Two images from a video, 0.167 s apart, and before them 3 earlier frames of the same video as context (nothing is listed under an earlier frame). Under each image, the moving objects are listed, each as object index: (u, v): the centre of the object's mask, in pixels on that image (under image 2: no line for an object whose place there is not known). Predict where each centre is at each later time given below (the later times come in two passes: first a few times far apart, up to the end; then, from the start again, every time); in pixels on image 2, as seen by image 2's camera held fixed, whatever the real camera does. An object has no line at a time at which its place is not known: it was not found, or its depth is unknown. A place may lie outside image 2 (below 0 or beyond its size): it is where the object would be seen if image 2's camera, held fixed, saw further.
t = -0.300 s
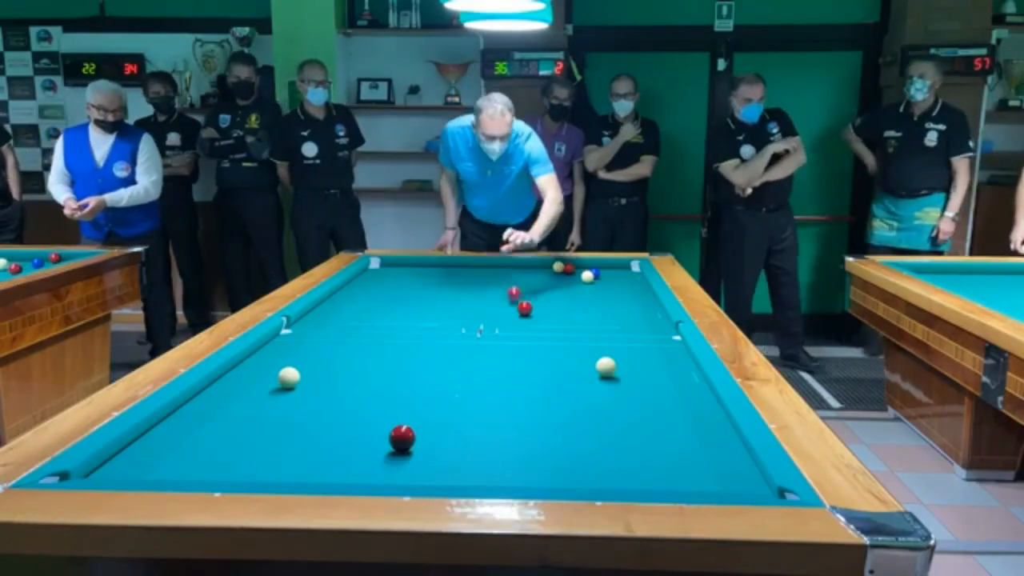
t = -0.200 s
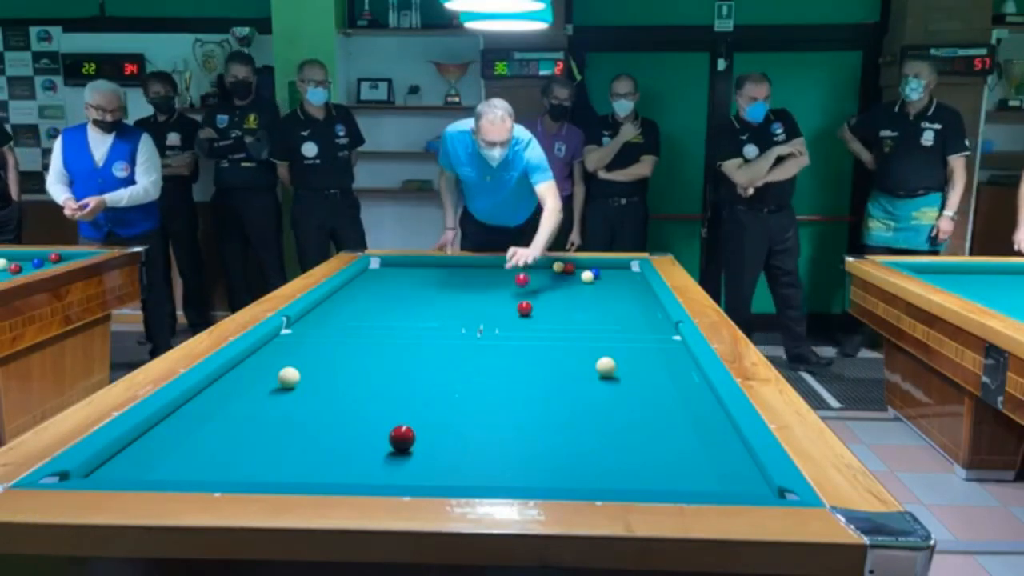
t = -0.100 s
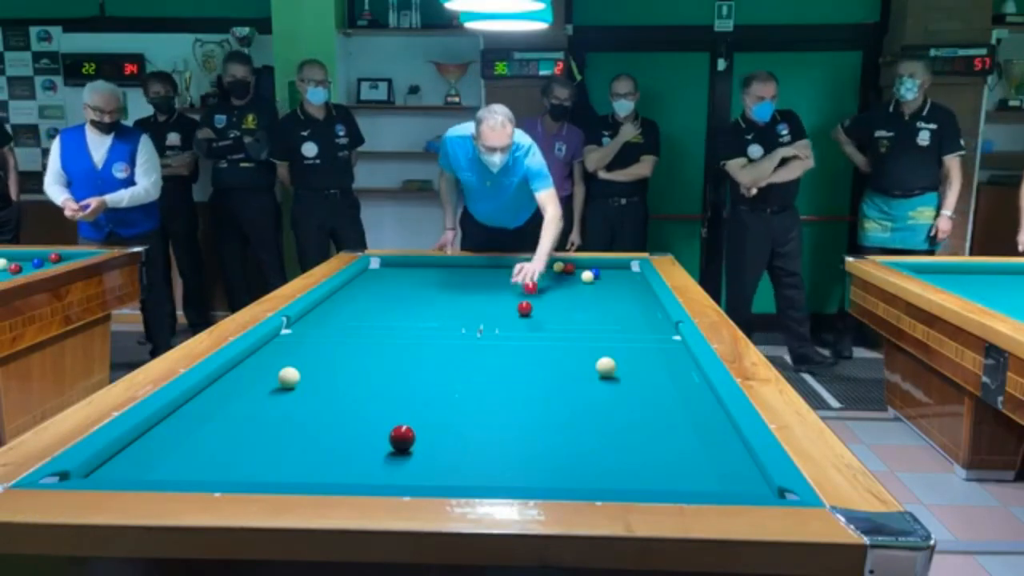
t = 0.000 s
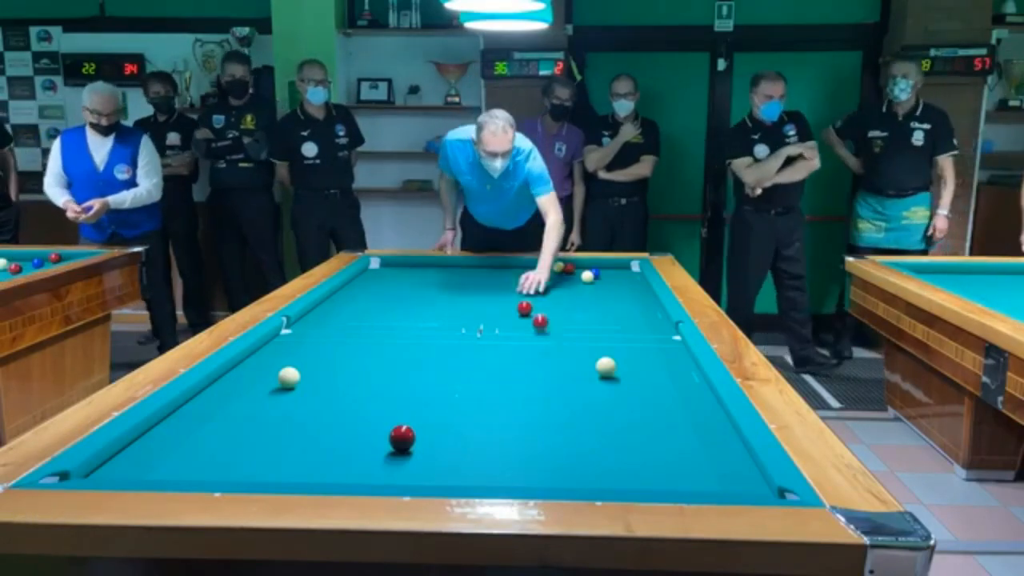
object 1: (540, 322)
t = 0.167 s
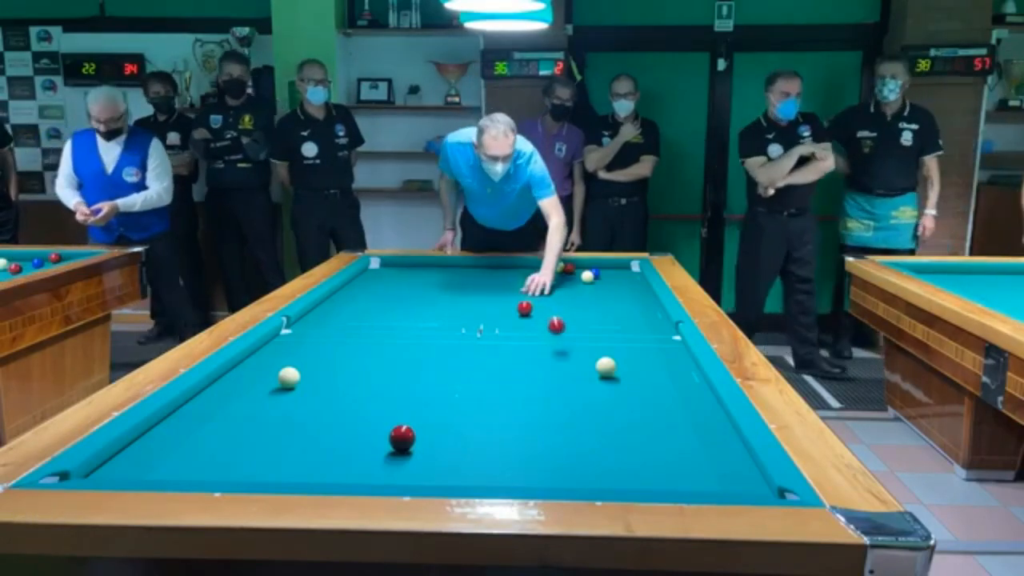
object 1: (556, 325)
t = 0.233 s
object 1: (563, 347)
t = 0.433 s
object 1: (586, 368)
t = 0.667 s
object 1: (622, 411)
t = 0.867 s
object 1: (662, 454)
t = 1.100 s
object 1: (706, 479)
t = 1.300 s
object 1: (711, 448)
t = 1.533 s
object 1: (717, 419)
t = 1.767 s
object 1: (696, 396)
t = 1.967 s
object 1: (680, 379)
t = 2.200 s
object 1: (664, 363)
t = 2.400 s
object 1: (652, 350)
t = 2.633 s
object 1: (639, 338)
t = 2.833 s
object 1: (629, 328)
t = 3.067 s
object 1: (620, 318)
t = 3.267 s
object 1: (612, 311)
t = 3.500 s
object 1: (604, 302)
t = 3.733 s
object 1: (597, 295)
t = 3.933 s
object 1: (592, 289)
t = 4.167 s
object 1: (586, 284)
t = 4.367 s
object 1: (582, 279)
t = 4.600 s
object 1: (569, 276)
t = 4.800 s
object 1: (559, 275)
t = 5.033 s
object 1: (549, 273)
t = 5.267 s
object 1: (539, 271)
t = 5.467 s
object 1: (531, 269)
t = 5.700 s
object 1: (522, 268)
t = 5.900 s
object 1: (514, 266)
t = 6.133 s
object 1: (506, 264)
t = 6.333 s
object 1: (500, 264)
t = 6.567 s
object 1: (494, 264)
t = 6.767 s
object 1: (490, 265)
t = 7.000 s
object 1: (484, 265)
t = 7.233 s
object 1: (479, 266)
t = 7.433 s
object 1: (475, 267)
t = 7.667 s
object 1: (470, 267)
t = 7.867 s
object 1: (467, 267)
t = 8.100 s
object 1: (463, 268)
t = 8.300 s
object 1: (461, 268)
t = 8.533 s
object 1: (458, 269)
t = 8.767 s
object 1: (455, 269)
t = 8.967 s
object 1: (453, 269)
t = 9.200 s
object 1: (452, 269)
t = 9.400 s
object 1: (451, 270)
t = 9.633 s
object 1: (450, 270)
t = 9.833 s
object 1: (449, 270)
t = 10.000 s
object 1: (449, 270)
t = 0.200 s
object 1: (560, 336)
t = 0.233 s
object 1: (563, 347)
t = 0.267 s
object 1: (567, 344)
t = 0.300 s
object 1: (571, 345)
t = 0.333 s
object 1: (574, 349)
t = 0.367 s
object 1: (578, 357)
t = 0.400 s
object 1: (582, 368)
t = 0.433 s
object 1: (586, 368)
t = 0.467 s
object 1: (591, 372)
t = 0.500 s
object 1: (595, 380)
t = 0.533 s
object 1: (600, 386)
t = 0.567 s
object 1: (605, 389)
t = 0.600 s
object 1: (611, 398)
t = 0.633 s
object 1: (616, 404)
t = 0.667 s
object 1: (622, 411)
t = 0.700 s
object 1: (628, 417)
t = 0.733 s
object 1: (634, 424)
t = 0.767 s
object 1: (641, 431)
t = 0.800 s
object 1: (648, 439)
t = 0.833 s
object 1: (654, 446)
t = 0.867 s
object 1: (662, 454)
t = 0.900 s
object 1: (670, 462)
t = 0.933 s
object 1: (678, 471)
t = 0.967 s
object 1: (687, 477)
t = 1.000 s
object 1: (696, 483)
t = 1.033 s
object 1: (704, 487)
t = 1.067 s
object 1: (705, 483)
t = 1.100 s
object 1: (706, 479)
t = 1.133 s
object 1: (707, 475)
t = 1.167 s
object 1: (707, 469)
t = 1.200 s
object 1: (708, 463)
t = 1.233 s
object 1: (709, 458)
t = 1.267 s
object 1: (710, 453)
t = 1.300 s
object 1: (711, 448)
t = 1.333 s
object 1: (712, 444)
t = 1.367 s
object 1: (713, 439)
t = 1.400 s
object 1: (714, 435)
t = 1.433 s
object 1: (715, 431)
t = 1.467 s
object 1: (716, 427)
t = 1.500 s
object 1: (717, 423)
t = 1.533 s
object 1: (717, 419)
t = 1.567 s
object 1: (715, 415)
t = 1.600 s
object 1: (711, 412)
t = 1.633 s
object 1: (708, 408)
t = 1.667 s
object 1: (705, 405)
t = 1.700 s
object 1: (702, 402)
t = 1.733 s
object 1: (699, 399)
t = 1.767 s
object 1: (696, 396)
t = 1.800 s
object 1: (693, 393)
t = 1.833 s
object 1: (690, 390)
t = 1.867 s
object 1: (688, 387)
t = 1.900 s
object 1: (685, 384)
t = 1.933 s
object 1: (683, 382)
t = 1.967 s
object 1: (680, 379)
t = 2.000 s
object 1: (678, 377)
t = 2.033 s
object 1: (676, 375)
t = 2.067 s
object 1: (673, 372)
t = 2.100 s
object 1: (671, 370)
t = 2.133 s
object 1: (668, 367)
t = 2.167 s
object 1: (666, 365)
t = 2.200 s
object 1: (664, 363)
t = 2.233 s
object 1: (662, 361)
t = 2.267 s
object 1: (660, 358)
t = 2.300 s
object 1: (658, 356)
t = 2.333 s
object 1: (656, 355)
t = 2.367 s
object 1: (654, 352)
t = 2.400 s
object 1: (652, 350)
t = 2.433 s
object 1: (650, 348)
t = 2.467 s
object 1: (648, 347)
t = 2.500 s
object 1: (646, 345)
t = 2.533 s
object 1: (644, 343)
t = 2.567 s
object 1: (642, 341)
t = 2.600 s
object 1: (641, 340)
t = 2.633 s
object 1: (639, 338)
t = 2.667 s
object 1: (638, 336)
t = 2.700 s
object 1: (636, 334)
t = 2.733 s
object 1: (634, 333)
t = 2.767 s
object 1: (633, 331)
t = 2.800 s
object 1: (631, 329)
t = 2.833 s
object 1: (629, 328)
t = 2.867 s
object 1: (628, 327)
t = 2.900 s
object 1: (627, 325)
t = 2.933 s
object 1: (625, 324)
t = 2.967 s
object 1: (624, 322)
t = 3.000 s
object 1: (622, 321)
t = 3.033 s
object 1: (621, 319)
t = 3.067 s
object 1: (620, 318)
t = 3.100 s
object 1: (618, 317)
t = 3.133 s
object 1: (617, 316)
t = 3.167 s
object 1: (616, 314)
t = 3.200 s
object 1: (614, 313)
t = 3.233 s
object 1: (613, 312)
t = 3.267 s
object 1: (612, 311)
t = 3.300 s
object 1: (611, 309)
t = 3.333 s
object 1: (610, 308)
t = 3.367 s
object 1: (609, 307)
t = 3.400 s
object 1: (607, 306)
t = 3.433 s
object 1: (606, 305)
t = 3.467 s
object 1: (605, 303)
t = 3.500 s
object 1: (604, 302)
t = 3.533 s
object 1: (603, 302)
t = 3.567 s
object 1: (602, 301)
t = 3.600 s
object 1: (601, 299)
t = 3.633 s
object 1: (600, 298)
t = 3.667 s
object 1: (599, 297)
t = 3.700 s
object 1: (598, 296)
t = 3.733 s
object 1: (597, 295)
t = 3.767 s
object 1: (596, 295)
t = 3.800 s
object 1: (595, 293)
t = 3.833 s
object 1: (595, 292)
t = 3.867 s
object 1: (594, 292)
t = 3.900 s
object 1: (593, 290)
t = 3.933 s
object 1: (592, 289)
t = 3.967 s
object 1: (591, 289)
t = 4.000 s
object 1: (590, 288)
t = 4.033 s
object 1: (589, 287)
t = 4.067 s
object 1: (589, 287)
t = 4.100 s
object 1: (588, 286)
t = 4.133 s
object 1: (587, 285)
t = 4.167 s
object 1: (586, 284)
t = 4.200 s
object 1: (586, 283)
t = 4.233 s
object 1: (585, 282)
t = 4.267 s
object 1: (584, 281)
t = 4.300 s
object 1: (583, 281)
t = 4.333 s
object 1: (582, 280)
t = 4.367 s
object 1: (582, 279)
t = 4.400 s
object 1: (580, 279)
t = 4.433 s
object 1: (578, 279)
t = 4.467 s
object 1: (576, 278)
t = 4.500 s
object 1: (574, 278)
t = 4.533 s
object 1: (572, 277)
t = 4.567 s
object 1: (571, 276)
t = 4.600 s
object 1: (569, 276)
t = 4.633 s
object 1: (568, 276)
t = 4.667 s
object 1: (566, 276)
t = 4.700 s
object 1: (564, 275)
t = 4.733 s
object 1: (563, 275)
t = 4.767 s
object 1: (561, 275)
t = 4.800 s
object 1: (559, 275)
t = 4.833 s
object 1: (558, 275)
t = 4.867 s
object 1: (556, 274)
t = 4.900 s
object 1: (555, 274)
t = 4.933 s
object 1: (553, 274)
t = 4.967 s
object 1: (551, 274)
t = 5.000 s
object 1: (550, 273)
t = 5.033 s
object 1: (549, 273)
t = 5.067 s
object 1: (547, 272)
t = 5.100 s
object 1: (546, 272)
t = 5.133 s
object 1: (544, 272)
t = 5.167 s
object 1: (543, 272)
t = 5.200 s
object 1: (542, 271)
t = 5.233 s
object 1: (540, 271)
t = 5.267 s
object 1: (539, 271)
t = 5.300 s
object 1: (537, 271)
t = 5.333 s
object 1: (536, 270)
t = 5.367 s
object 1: (535, 270)
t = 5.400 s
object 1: (533, 270)
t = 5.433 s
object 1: (532, 269)
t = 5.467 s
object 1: (531, 269)
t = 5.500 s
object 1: (529, 269)
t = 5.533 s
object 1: (528, 268)
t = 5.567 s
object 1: (526, 269)
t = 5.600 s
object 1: (525, 268)
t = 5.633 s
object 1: (524, 268)
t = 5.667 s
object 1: (523, 268)
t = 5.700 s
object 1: (522, 268)
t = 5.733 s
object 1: (520, 267)
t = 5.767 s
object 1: (519, 267)
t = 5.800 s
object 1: (518, 267)
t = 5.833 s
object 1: (517, 267)
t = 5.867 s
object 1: (516, 266)
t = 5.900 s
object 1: (514, 266)
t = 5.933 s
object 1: (513, 266)
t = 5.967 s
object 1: (512, 266)
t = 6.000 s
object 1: (511, 266)
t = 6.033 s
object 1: (510, 265)
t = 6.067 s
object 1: (509, 265)
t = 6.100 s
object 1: (507, 265)
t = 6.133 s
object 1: (506, 264)
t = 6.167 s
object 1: (506, 264)
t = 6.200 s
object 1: (504, 264)
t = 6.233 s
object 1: (503, 264)
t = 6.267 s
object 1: (502, 264)
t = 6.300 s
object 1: (501, 264)
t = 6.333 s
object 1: (500, 264)
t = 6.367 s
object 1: (500, 264)
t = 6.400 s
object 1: (499, 264)
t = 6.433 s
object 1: (498, 264)
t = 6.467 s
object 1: (497, 264)
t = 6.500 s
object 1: (496, 264)
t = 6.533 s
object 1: (495, 264)
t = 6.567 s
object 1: (494, 264)
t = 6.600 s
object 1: (493, 264)
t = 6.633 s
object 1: (493, 264)
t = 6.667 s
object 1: (492, 264)
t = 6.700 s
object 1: (491, 264)
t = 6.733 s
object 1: (490, 264)
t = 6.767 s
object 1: (490, 265)
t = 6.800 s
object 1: (489, 265)
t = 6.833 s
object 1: (488, 265)
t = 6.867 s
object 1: (487, 265)
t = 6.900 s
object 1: (486, 265)
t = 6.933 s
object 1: (485, 265)
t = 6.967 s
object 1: (484, 265)
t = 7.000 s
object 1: (484, 265)
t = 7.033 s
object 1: (483, 265)
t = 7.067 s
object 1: (483, 265)
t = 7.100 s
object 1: (482, 265)
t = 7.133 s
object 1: (481, 266)
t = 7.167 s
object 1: (480, 266)
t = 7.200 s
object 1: (480, 266)
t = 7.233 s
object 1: (479, 266)
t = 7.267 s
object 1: (478, 266)
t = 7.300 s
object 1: (477, 266)
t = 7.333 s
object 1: (477, 266)
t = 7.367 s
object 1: (476, 266)
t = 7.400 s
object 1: (476, 266)
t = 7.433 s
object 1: (475, 267)
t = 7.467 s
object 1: (474, 267)
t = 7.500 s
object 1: (474, 267)
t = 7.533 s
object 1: (473, 267)
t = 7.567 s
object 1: (472, 267)
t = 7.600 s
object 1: (472, 267)
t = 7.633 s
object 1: (471, 267)
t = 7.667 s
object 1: (470, 267)
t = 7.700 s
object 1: (470, 267)
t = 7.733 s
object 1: (469, 267)
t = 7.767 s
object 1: (468, 267)
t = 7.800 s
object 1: (468, 267)
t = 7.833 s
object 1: (468, 267)
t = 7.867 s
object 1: (467, 267)
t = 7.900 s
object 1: (467, 267)
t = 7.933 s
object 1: (466, 267)
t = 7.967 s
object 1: (466, 268)
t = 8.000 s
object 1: (465, 268)
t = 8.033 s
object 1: (465, 268)
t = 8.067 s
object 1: (464, 268)
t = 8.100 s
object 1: (463, 268)
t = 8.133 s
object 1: (463, 268)
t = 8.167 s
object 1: (462, 268)
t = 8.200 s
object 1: (462, 268)
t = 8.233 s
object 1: (462, 268)
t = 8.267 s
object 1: (461, 268)
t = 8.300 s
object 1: (461, 268)
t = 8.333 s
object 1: (460, 268)
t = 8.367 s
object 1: (460, 268)
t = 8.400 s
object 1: (459, 268)
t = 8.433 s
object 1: (459, 268)
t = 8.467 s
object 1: (458, 269)
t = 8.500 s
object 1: (458, 269)
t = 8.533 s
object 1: (458, 269)
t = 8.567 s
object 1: (457, 269)
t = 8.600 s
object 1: (457, 269)
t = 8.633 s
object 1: (456, 269)
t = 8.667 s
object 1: (456, 269)
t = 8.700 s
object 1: (456, 269)
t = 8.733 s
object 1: (455, 269)
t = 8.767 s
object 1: (455, 269)
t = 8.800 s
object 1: (455, 269)
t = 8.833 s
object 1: (455, 269)
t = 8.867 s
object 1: (454, 269)
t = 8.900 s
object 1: (454, 269)
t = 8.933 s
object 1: (454, 269)
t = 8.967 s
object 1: (453, 269)
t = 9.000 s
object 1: (453, 269)
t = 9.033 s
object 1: (453, 269)
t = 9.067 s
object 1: (452, 269)
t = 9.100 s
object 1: (452, 269)
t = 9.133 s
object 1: (452, 269)
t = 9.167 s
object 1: (452, 269)
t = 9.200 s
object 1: (452, 269)
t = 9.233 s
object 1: (451, 270)
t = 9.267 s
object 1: (451, 269)
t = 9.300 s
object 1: (451, 269)
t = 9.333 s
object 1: (451, 269)
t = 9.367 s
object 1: (451, 270)
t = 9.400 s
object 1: (451, 270)
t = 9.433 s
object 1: (451, 270)
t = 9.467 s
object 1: (451, 270)
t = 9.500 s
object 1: (450, 270)
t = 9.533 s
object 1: (450, 270)
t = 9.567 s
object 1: (450, 270)
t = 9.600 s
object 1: (450, 270)
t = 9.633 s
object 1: (450, 270)
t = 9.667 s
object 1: (449, 270)
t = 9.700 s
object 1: (449, 270)
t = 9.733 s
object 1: (449, 270)
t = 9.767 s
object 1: (449, 270)
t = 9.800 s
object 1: (449, 270)
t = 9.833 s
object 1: (449, 270)
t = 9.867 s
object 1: (449, 270)
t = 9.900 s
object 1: (449, 270)
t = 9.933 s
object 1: (449, 270)
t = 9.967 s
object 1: (449, 270)
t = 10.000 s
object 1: (449, 270)
